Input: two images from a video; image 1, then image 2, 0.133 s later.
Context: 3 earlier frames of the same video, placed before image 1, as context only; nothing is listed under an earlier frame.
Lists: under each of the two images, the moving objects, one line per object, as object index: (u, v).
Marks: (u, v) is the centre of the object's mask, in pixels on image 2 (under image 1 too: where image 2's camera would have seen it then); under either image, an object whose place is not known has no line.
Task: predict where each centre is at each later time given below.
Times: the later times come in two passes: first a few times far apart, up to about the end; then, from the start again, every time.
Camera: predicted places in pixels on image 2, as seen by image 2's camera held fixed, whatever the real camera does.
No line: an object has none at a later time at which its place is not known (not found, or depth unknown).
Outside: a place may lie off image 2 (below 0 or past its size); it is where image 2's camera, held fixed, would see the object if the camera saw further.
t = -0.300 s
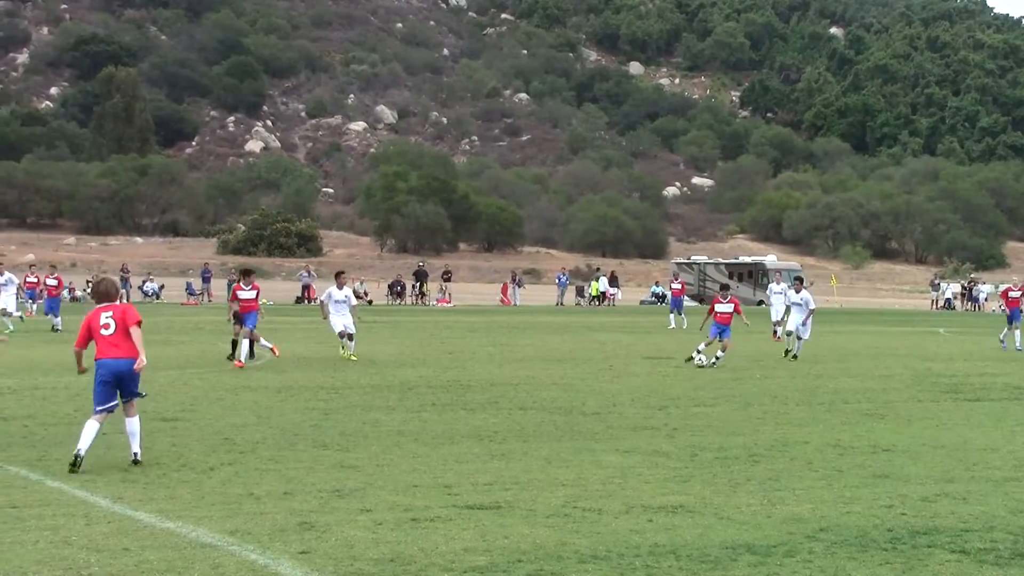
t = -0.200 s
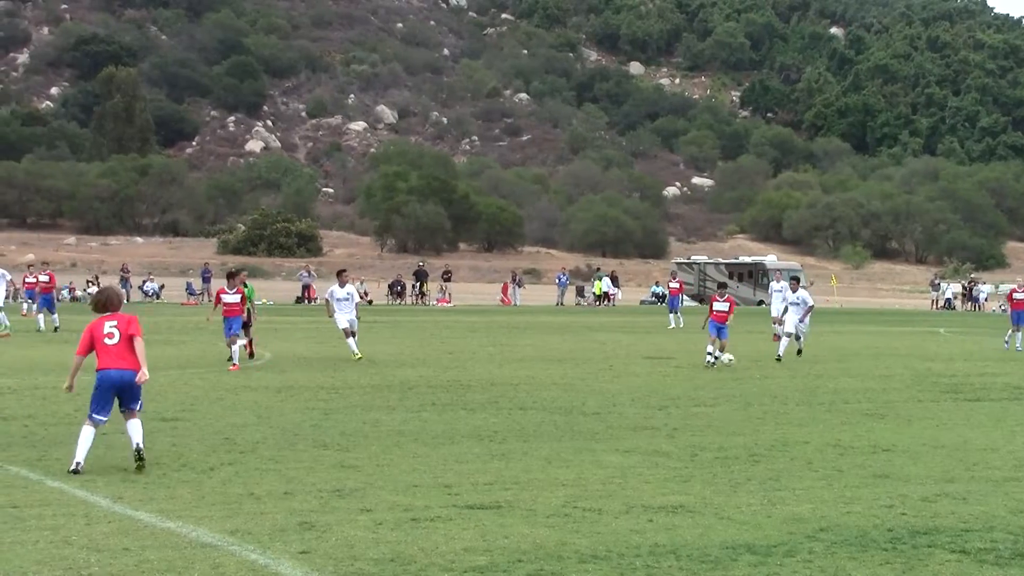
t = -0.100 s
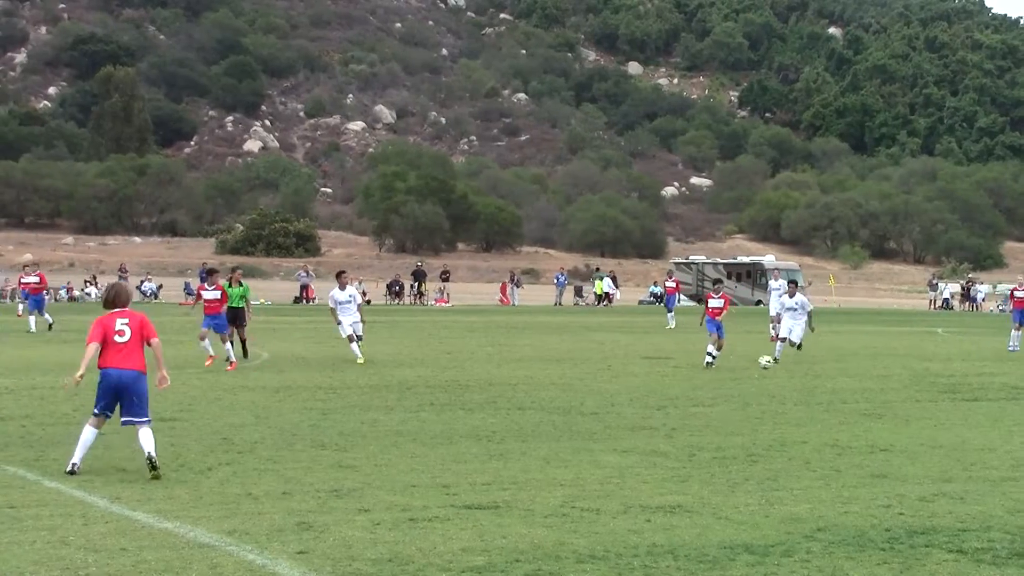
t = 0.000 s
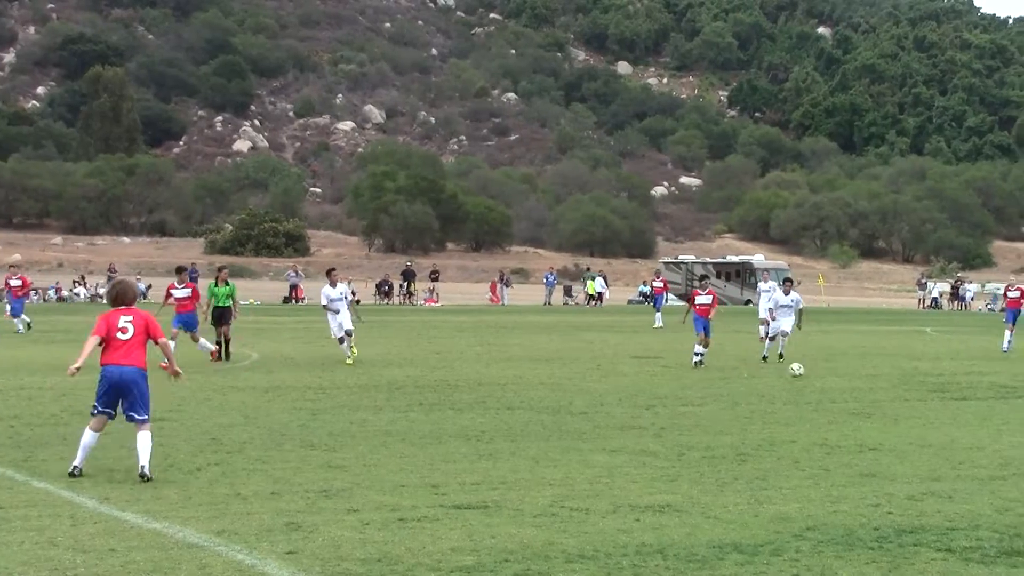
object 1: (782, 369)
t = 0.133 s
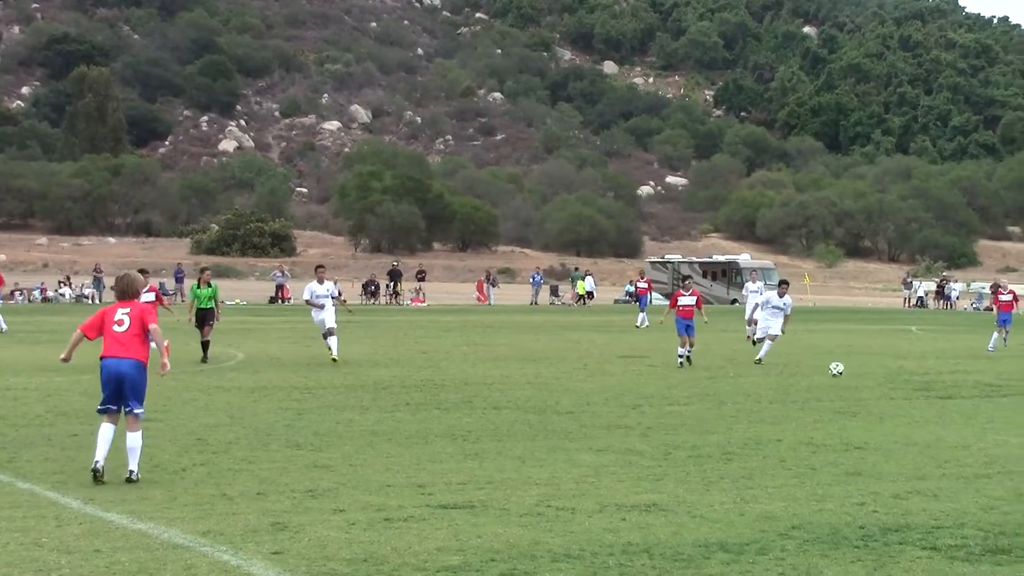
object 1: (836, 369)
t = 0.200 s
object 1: (864, 369)
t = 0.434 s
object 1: (969, 396)
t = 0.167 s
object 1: (850, 368)
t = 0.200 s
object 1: (864, 369)
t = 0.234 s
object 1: (877, 370)
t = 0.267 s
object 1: (891, 372)
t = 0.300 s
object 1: (907, 375)
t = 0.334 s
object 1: (923, 379)
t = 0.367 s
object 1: (938, 385)
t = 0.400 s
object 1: (953, 390)
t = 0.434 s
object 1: (969, 396)
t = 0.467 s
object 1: (983, 394)
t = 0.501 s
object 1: (999, 393)
